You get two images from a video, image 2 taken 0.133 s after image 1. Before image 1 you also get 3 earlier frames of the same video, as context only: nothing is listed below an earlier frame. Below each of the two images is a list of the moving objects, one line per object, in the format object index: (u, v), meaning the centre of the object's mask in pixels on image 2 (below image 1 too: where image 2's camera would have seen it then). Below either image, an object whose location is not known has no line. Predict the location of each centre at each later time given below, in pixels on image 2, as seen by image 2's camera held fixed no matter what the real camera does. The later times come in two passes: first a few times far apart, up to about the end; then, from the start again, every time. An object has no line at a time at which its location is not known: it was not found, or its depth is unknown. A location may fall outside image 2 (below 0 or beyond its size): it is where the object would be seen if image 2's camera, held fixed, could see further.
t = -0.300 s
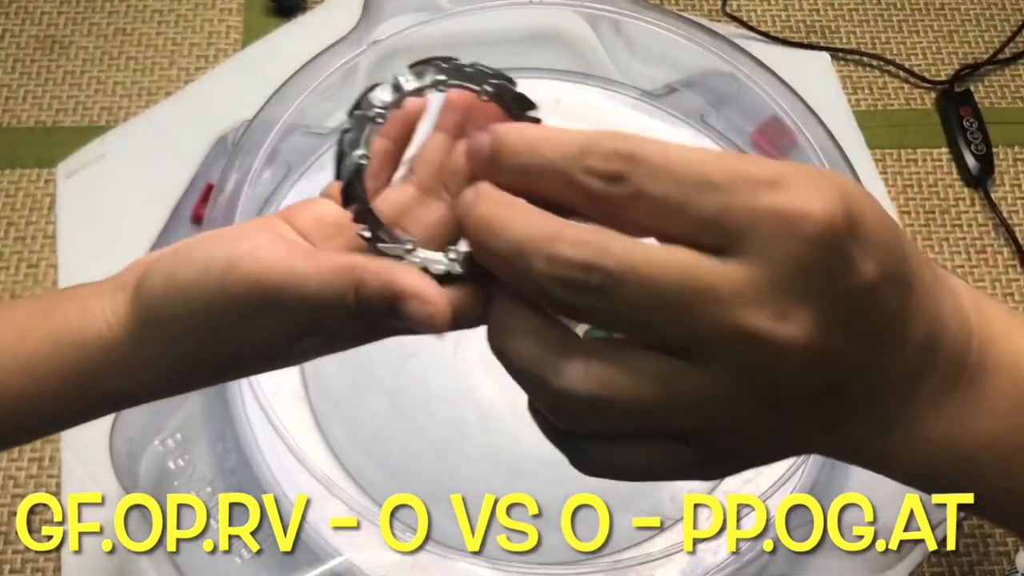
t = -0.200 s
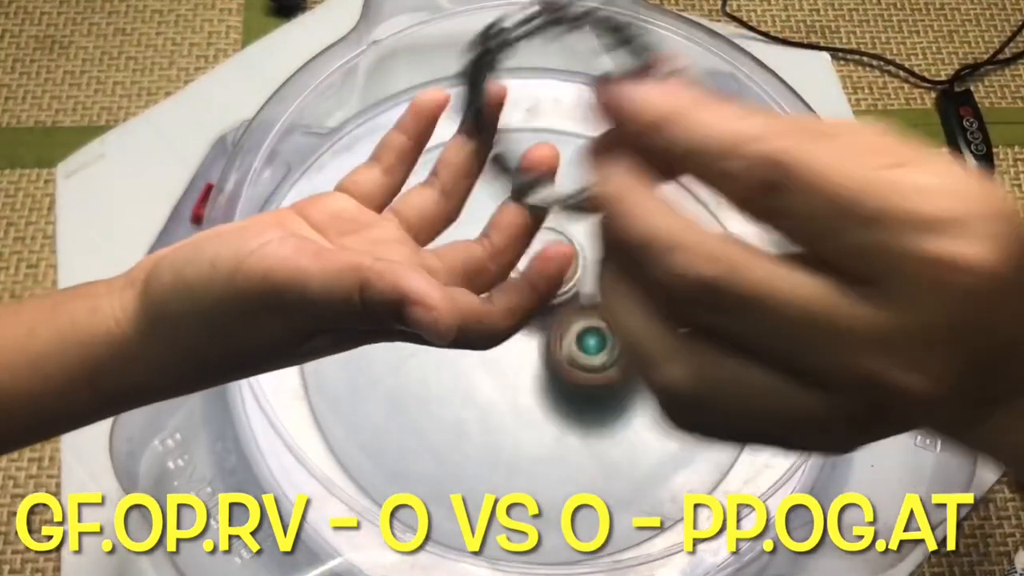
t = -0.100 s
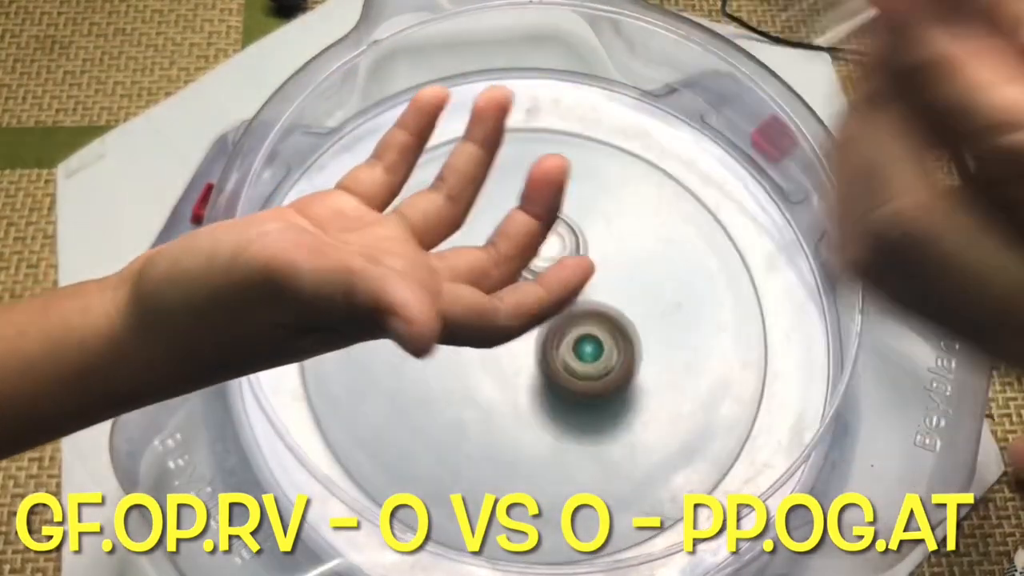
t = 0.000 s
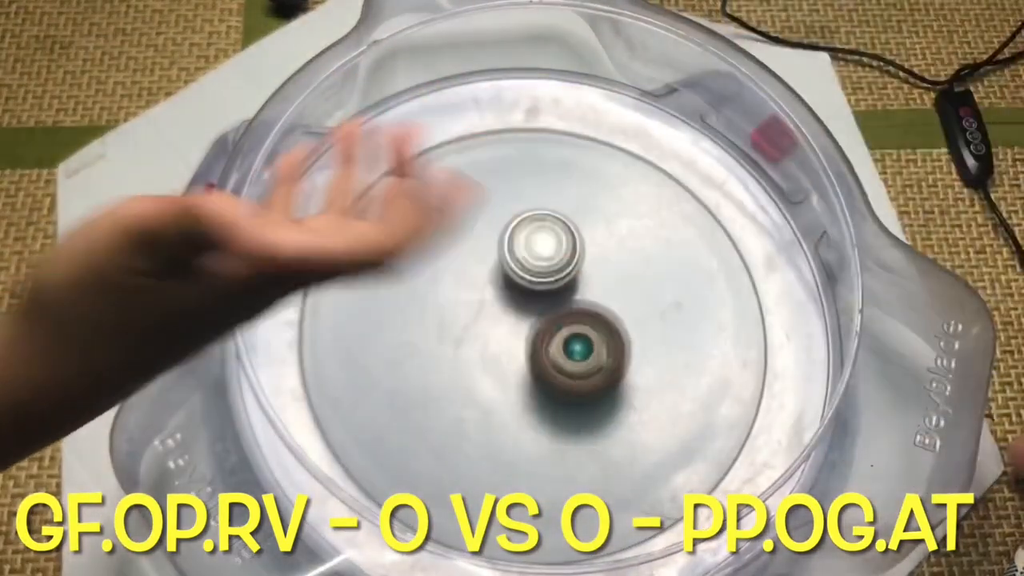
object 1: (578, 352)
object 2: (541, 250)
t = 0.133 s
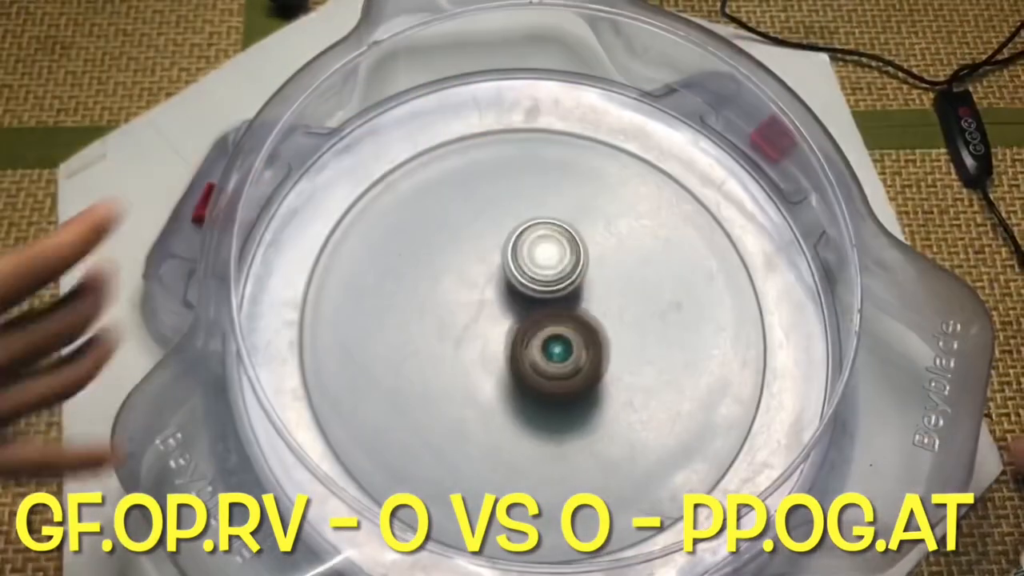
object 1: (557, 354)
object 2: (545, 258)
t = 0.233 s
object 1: (541, 355)
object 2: (547, 265)
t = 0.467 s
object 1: (510, 360)
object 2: (554, 277)
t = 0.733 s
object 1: (488, 359)
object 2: (578, 305)
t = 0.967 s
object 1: (474, 353)
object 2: (622, 329)
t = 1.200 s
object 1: (491, 347)
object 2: (621, 338)
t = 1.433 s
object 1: (489, 339)
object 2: (627, 355)
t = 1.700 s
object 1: (499, 318)
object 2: (603, 375)
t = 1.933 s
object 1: (480, 278)
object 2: (636, 382)
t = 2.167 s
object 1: (498, 274)
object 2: (556, 357)
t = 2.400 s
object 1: (501, 269)
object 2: (493, 368)
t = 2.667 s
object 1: (521, 294)
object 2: (441, 356)
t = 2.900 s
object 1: (537, 320)
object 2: (439, 344)
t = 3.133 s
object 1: (573, 337)
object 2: (459, 334)
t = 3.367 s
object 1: (592, 350)
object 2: (497, 320)
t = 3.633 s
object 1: (599, 351)
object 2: (525, 280)
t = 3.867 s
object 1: (586, 334)
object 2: (536, 256)
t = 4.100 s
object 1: (578, 347)
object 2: (526, 223)
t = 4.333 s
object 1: (550, 352)
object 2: (536, 256)
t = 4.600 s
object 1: (524, 401)
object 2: (547, 266)
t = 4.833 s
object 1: (515, 388)
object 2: (555, 298)
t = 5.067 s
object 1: (520, 391)
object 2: (569, 306)
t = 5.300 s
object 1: (530, 395)
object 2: (571, 305)
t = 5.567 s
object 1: (532, 393)
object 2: (562, 284)
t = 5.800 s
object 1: (526, 385)
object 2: (545, 278)
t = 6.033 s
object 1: (518, 371)
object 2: (536, 282)
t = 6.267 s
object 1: (514, 379)
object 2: (539, 268)
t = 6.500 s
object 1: (515, 369)
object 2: (549, 277)
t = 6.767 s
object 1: (524, 366)
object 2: (571, 287)
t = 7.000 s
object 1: (516, 369)
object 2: (599, 279)
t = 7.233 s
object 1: (513, 349)
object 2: (604, 303)
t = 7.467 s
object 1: (484, 348)
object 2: (617, 304)
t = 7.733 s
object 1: (463, 348)
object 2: (588, 311)
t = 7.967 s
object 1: (460, 356)
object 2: (582, 302)
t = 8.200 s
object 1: (475, 362)
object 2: (557, 305)
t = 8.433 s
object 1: (483, 367)
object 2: (567, 274)
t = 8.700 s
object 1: (500, 348)
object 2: (562, 281)
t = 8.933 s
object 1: (495, 337)
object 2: (569, 285)
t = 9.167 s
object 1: (479, 339)
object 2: (568, 285)
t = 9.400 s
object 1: (474, 347)
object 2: (562, 299)
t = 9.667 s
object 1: (479, 355)
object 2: (569, 311)
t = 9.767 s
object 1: (477, 363)
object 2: (586, 304)
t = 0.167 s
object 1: (552, 356)
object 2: (545, 259)
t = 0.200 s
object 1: (547, 355)
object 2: (546, 262)
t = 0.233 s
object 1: (541, 355)
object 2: (547, 265)
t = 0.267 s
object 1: (536, 357)
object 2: (548, 265)
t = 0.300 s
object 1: (531, 357)
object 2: (549, 267)
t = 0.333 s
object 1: (526, 357)
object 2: (549, 271)
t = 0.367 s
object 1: (520, 360)
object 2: (551, 270)
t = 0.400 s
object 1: (515, 362)
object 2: (552, 271)
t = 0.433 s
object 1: (512, 361)
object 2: (554, 273)
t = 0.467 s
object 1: (510, 360)
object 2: (554, 277)
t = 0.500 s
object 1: (507, 357)
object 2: (555, 281)
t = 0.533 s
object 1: (504, 357)
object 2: (557, 286)
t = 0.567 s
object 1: (499, 359)
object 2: (562, 287)
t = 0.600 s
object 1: (494, 360)
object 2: (567, 290)
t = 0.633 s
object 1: (491, 361)
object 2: (571, 292)
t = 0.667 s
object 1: (489, 360)
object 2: (573, 296)
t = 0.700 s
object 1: (488, 360)
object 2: (575, 301)
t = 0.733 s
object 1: (488, 359)
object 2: (578, 305)
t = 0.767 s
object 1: (488, 358)
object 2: (579, 311)
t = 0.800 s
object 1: (489, 356)
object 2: (580, 318)
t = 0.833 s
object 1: (490, 354)
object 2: (582, 323)
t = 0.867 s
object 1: (482, 353)
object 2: (594, 326)
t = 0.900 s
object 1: (476, 353)
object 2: (607, 328)
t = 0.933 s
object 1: (474, 353)
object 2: (615, 328)
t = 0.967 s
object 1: (474, 353)
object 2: (622, 329)
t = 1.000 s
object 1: (474, 352)
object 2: (627, 330)
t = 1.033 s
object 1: (475, 351)
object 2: (630, 330)
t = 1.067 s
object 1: (477, 350)
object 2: (632, 331)
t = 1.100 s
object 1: (480, 349)
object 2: (631, 332)
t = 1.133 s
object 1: (483, 349)
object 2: (630, 333)
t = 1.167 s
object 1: (486, 348)
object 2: (626, 335)
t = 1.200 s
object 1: (491, 347)
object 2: (621, 338)
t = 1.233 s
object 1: (494, 347)
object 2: (615, 339)
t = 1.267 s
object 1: (499, 346)
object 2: (608, 343)
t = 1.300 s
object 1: (500, 345)
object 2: (604, 346)
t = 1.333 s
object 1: (492, 343)
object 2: (614, 350)
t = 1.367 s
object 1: (489, 342)
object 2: (621, 352)
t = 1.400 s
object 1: (488, 340)
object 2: (625, 354)
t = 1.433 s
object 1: (489, 339)
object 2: (627, 355)
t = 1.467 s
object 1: (490, 338)
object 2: (626, 357)
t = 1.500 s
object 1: (491, 335)
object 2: (624, 357)
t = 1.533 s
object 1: (494, 333)
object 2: (620, 359)
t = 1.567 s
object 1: (495, 331)
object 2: (615, 361)
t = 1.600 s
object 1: (499, 328)
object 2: (609, 362)
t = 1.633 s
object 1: (502, 327)
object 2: (603, 364)
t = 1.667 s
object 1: (504, 325)
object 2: (596, 366)
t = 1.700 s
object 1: (499, 318)
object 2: (603, 375)
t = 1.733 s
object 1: (486, 306)
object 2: (619, 386)
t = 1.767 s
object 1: (478, 295)
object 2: (631, 392)
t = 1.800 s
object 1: (473, 289)
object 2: (638, 394)
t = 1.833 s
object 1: (472, 285)
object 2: (642, 393)
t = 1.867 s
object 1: (474, 282)
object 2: (643, 391)
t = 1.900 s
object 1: (477, 280)
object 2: (641, 387)
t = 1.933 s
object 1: (480, 278)
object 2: (636, 382)
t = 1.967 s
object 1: (484, 277)
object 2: (628, 376)
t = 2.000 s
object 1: (487, 277)
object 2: (618, 370)
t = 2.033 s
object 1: (492, 278)
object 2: (607, 364)
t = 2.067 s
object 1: (495, 278)
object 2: (594, 358)
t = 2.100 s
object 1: (499, 280)
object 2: (580, 354)
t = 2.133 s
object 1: (500, 280)
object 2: (565, 353)
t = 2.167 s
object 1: (498, 274)
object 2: (556, 357)
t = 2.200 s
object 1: (494, 270)
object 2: (546, 361)
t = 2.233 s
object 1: (493, 269)
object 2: (536, 364)
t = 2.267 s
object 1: (494, 267)
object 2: (527, 365)
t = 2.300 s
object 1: (495, 268)
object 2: (518, 366)
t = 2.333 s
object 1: (496, 269)
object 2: (510, 365)
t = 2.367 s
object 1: (499, 269)
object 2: (502, 367)
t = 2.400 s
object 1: (501, 269)
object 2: (493, 368)
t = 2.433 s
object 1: (504, 269)
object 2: (486, 367)
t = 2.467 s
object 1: (506, 272)
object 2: (478, 367)
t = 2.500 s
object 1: (509, 274)
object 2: (470, 365)
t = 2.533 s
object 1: (511, 278)
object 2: (463, 363)
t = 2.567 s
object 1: (514, 281)
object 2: (456, 362)
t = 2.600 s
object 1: (516, 286)
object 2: (450, 360)
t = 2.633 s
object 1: (519, 289)
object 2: (446, 359)
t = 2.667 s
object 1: (521, 294)
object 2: (441, 356)
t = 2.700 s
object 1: (524, 298)
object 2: (439, 355)
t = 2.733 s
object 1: (525, 304)
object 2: (438, 353)
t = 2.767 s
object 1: (527, 308)
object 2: (438, 350)
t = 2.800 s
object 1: (528, 311)
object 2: (438, 349)
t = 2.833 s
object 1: (530, 315)
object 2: (438, 347)
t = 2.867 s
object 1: (532, 318)
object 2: (440, 345)
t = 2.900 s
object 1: (537, 320)
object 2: (439, 344)
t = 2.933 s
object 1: (544, 321)
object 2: (437, 345)
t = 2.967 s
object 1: (548, 322)
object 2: (440, 345)
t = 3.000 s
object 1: (553, 325)
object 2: (443, 345)
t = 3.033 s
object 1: (555, 328)
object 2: (449, 343)
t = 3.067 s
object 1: (557, 331)
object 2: (456, 341)
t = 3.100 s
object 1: (560, 334)
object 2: (463, 338)
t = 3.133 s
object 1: (573, 337)
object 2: (459, 334)
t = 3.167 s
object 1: (585, 341)
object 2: (457, 332)
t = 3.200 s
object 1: (593, 343)
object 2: (458, 331)
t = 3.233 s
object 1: (596, 345)
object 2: (463, 330)
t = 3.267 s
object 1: (597, 347)
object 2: (469, 329)
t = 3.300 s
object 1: (597, 348)
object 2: (477, 326)
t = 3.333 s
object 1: (596, 349)
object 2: (487, 324)
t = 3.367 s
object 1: (592, 350)
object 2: (497, 320)
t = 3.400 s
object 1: (596, 351)
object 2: (502, 314)
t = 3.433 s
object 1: (602, 352)
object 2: (503, 308)
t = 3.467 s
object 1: (604, 352)
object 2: (506, 302)
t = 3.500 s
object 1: (605, 352)
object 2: (509, 297)
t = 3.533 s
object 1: (603, 352)
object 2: (514, 293)
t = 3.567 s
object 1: (602, 351)
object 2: (519, 290)
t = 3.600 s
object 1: (599, 350)
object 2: (524, 287)
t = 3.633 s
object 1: (599, 351)
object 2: (525, 280)
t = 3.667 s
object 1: (599, 351)
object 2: (524, 273)
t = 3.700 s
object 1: (598, 350)
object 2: (524, 268)
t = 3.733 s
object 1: (597, 347)
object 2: (525, 264)
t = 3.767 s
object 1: (595, 343)
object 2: (527, 261)
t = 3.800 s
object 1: (593, 341)
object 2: (530, 259)
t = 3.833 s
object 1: (590, 337)
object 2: (533, 257)
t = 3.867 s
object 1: (586, 334)
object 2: (536, 256)
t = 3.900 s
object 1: (584, 331)
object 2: (538, 252)
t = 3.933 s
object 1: (584, 332)
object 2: (539, 250)
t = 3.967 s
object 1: (586, 340)
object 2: (535, 236)
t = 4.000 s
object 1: (586, 345)
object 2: (532, 227)
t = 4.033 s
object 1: (584, 348)
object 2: (530, 223)
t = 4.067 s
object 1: (582, 347)
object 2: (527, 222)
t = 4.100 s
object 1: (578, 347)
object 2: (526, 223)
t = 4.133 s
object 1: (574, 346)
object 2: (526, 226)
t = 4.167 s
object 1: (570, 345)
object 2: (526, 231)
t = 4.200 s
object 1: (566, 345)
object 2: (528, 238)
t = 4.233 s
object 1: (561, 344)
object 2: (530, 245)
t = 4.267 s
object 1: (557, 343)
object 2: (533, 253)
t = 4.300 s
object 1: (553, 344)
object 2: (536, 258)
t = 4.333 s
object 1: (550, 352)
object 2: (536, 256)
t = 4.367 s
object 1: (547, 358)
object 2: (535, 257)
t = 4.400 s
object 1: (545, 362)
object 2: (535, 262)
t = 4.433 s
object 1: (542, 364)
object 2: (535, 267)
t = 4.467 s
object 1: (539, 366)
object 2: (537, 274)
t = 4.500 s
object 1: (537, 370)
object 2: (540, 278)
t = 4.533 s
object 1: (532, 384)
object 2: (542, 272)
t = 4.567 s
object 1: (528, 394)
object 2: (545, 267)
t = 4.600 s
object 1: (524, 401)
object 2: (547, 266)
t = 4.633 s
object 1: (521, 403)
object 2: (549, 267)
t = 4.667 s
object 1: (520, 403)
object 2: (550, 270)
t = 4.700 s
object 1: (518, 402)
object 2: (551, 274)
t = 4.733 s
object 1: (517, 398)
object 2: (552, 279)
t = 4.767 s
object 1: (516, 395)
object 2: (554, 285)
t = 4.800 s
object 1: (515, 392)
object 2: (555, 292)
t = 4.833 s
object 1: (515, 388)
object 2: (555, 298)
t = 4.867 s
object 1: (513, 387)
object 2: (558, 302)
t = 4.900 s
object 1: (511, 390)
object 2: (563, 300)
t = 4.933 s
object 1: (511, 391)
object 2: (566, 299)
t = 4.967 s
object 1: (512, 392)
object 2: (568, 299)
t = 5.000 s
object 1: (514, 393)
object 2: (570, 300)
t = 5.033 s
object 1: (517, 392)
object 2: (570, 303)
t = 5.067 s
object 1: (520, 391)
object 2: (569, 306)
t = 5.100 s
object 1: (523, 391)
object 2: (568, 310)
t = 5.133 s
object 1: (524, 394)
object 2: (571, 307)
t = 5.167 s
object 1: (525, 394)
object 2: (572, 307)
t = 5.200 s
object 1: (527, 394)
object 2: (571, 307)
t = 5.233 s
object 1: (529, 393)
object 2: (569, 308)
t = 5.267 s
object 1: (529, 394)
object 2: (570, 307)
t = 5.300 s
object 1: (530, 395)
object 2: (571, 305)
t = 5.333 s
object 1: (532, 393)
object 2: (571, 304)
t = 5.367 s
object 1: (533, 392)
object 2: (569, 304)
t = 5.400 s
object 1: (534, 391)
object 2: (567, 304)
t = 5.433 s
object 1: (534, 390)
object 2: (565, 302)
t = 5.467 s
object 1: (535, 390)
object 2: (564, 300)
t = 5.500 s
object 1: (532, 394)
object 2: (565, 293)
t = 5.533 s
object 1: (532, 395)
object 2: (564, 288)
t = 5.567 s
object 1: (532, 393)
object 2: (562, 284)
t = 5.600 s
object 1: (532, 391)
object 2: (560, 282)
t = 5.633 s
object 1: (532, 388)
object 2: (557, 281)
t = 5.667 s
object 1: (531, 385)
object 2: (554, 283)
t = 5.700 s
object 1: (531, 381)
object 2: (550, 285)
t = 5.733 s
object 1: (530, 376)
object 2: (547, 288)
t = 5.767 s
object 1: (528, 381)
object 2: (545, 285)
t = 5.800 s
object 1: (526, 385)
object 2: (545, 278)
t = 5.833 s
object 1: (526, 386)
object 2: (545, 274)
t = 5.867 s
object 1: (525, 383)
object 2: (543, 272)
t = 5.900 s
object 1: (524, 381)
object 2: (542, 272)
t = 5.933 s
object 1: (523, 379)
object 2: (540, 273)
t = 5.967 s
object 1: (521, 375)
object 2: (539, 276)
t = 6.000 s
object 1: (520, 371)
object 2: (537, 280)
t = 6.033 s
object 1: (518, 371)
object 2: (536, 282)
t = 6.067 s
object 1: (516, 373)
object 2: (536, 281)
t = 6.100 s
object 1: (516, 371)
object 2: (535, 280)
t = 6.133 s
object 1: (516, 371)
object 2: (534, 281)
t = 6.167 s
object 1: (516, 369)
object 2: (534, 281)
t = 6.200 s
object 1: (514, 372)
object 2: (535, 276)
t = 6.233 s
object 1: (514, 377)
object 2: (537, 271)
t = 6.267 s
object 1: (514, 379)
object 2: (539, 268)
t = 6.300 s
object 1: (514, 378)
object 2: (540, 267)
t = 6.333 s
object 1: (515, 375)
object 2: (541, 268)
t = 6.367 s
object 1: (515, 373)
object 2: (542, 271)
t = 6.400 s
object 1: (516, 369)
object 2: (543, 275)
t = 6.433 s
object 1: (516, 364)
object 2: (544, 279)
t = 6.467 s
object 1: (516, 368)
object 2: (546, 278)
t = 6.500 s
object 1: (515, 369)
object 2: (549, 277)
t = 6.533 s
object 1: (516, 370)
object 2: (551, 278)
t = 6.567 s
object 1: (517, 369)
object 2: (553, 280)
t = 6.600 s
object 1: (518, 367)
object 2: (555, 283)
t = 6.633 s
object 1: (517, 369)
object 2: (557, 283)
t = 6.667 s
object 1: (519, 369)
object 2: (560, 283)
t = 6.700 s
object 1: (520, 369)
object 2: (564, 283)
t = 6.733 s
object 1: (522, 368)
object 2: (567, 284)
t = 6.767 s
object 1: (524, 366)
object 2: (571, 287)
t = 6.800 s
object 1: (520, 369)
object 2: (577, 286)
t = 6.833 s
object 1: (517, 372)
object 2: (585, 281)
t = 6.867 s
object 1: (515, 374)
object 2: (592, 277)
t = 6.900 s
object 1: (514, 373)
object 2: (595, 275)
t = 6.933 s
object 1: (514, 373)
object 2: (597, 275)
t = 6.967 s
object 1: (515, 371)
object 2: (599, 277)
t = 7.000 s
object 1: (516, 369)
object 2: (599, 279)
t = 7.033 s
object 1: (517, 367)
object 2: (600, 282)
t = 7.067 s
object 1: (518, 363)
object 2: (600, 286)
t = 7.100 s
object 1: (518, 360)
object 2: (599, 290)
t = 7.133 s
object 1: (520, 356)
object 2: (598, 296)
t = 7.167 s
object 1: (520, 352)
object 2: (598, 300)
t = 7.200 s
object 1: (516, 350)
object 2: (602, 302)
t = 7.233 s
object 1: (513, 349)
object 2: (604, 303)
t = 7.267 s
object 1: (512, 347)
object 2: (604, 305)
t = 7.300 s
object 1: (511, 344)
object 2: (602, 308)
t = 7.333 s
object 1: (510, 343)
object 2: (599, 311)
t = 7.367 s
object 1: (499, 345)
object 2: (605, 310)
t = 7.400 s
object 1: (491, 346)
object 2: (613, 307)
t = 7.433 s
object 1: (486, 348)
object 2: (617, 305)
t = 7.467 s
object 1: (484, 348)
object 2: (617, 304)
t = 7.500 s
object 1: (483, 348)
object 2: (614, 304)
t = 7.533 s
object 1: (483, 347)
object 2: (608, 304)
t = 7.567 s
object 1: (484, 345)
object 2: (602, 306)
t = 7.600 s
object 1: (484, 344)
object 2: (594, 308)
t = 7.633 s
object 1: (483, 342)
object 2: (585, 311)
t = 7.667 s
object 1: (484, 342)
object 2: (577, 314)
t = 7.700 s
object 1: (475, 343)
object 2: (580, 314)
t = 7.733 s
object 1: (463, 348)
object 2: (588, 311)
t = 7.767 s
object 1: (460, 350)
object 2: (594, 308)
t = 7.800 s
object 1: (459, 352)
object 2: (598, 305)
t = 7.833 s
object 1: (458, 352)
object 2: (598, 303)
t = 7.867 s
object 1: (457, 354)
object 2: (596, 302)
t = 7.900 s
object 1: (457, 355)
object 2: (592, 301)
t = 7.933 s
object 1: (458, 355)
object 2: (587, 301)
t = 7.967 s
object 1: (460, 356)
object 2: (582, 302)
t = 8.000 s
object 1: (461, 357)
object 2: (576, 303)
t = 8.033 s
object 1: (464, 357)
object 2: (570, 305)
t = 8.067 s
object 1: (466, 358)
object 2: (564, 307)
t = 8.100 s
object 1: (470, 358)
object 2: (558, 309)
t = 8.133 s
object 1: (472, 358)
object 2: (554, 310)
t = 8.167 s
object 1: (472, 362)
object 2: (557, 307)
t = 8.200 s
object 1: (475, 362)
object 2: (557, 305)
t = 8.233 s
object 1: (478, 361)
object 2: (556, 304)
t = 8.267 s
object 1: (481, 362)
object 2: (554, 302)
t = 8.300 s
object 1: (479, 365)
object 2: (557, 296)
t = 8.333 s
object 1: (478, 368)
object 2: (562, 288)
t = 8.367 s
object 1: (480, 369)
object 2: (565, 282)
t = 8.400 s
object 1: (482, 367)
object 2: (567, 277)
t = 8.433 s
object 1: (483, 367)
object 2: (567, 274)
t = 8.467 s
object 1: (486, 366)
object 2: (566, 272)
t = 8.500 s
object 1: (487, 364)
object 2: (565, 272)
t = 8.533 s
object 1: (490, 362)
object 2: (564, 272)
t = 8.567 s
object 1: (492, 360)
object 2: (564, 273)
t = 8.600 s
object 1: (495, 357)
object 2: (563, 274)
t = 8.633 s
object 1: (496, 354)
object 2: (563, 276)
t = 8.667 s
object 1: (499, 351)
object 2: (562, 279)
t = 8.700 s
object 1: (500, 348)
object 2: (562, 281)
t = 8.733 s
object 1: (496, 350)
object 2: (567, 280)
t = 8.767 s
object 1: (496, 349)
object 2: (571, 278)
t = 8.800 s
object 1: (497, 346)
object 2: (572, 278)
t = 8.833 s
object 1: (497, 344)
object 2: (572, 279)
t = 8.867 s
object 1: (496, 341)
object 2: (571, 280)
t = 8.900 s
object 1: (495, 338)
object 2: (569, 283)
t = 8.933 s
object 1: (495, 337)
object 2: (569, 285)
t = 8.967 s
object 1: (493, 338)
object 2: (569, 285)
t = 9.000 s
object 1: (491, 338)
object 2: (569, 285)
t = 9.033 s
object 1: (486, 339)
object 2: (572, 282)
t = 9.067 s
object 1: (484, 339)
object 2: (573, 281)
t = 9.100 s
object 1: (483, 338)
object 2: (572, 281)
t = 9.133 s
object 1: (480, 339)
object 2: (570, 283)
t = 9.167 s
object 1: (479, 339)
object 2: (568, 285)
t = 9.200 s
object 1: (478, 339)
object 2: (565, 287)
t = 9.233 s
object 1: (477, 339)
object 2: (562, 291)
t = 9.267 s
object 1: (475, 341)
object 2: (561, 293)
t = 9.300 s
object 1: (474, 344)
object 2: (563, 295)
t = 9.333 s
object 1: (474, 345)
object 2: (564, 295)
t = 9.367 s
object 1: (474, 345)
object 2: (563, 297)
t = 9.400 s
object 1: (474, 347)
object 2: (562, 299)
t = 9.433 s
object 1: (475, 347)
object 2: (560, 302)
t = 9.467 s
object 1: (474, 350)
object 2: (563, 304)
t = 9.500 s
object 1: (474, 352)
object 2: (566, 304)
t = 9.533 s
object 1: (474, 353)
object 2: (568, 304)
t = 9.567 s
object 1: (475, 353)
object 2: (569, 305)
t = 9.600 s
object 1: (477, 354)
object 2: (568, 307)
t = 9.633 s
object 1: (479, 354)
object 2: (567, 310)
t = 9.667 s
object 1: (479, 355)
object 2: (569, 311)
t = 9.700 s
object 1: (474, 360)
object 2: (578, 308)
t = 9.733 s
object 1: (475, 363)
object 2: (583, 305)
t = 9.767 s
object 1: (477, 363)
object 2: (586, 304)
